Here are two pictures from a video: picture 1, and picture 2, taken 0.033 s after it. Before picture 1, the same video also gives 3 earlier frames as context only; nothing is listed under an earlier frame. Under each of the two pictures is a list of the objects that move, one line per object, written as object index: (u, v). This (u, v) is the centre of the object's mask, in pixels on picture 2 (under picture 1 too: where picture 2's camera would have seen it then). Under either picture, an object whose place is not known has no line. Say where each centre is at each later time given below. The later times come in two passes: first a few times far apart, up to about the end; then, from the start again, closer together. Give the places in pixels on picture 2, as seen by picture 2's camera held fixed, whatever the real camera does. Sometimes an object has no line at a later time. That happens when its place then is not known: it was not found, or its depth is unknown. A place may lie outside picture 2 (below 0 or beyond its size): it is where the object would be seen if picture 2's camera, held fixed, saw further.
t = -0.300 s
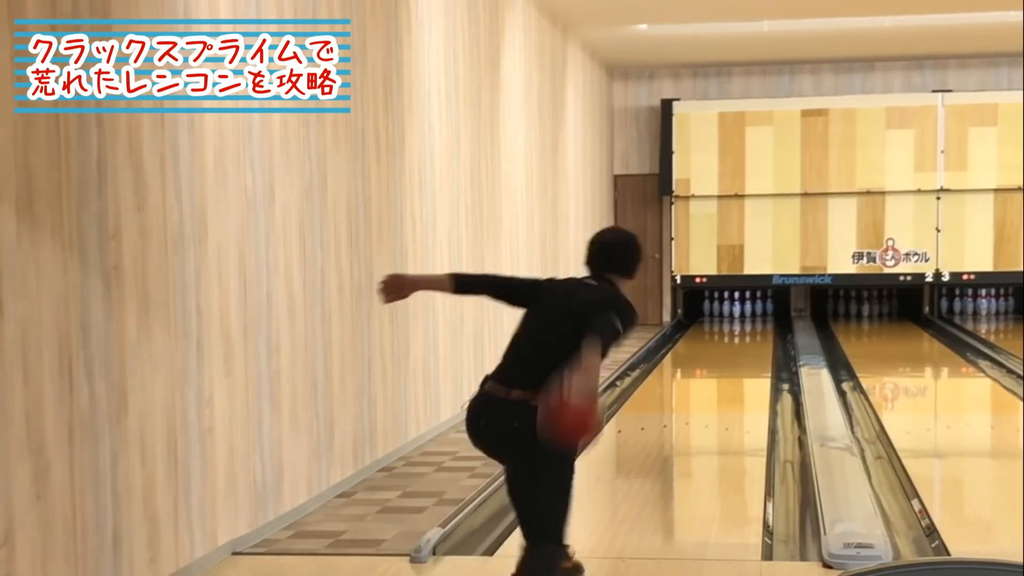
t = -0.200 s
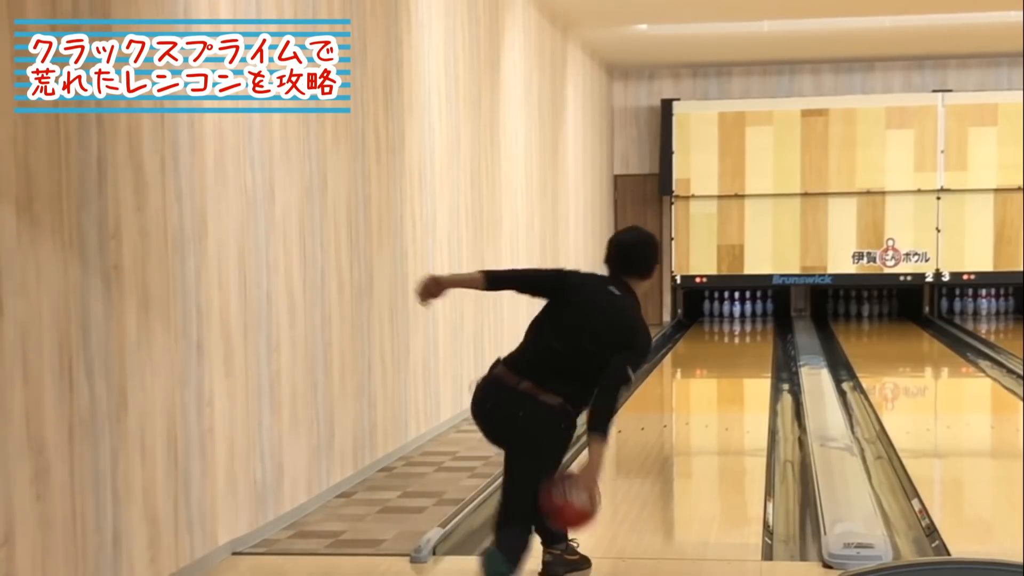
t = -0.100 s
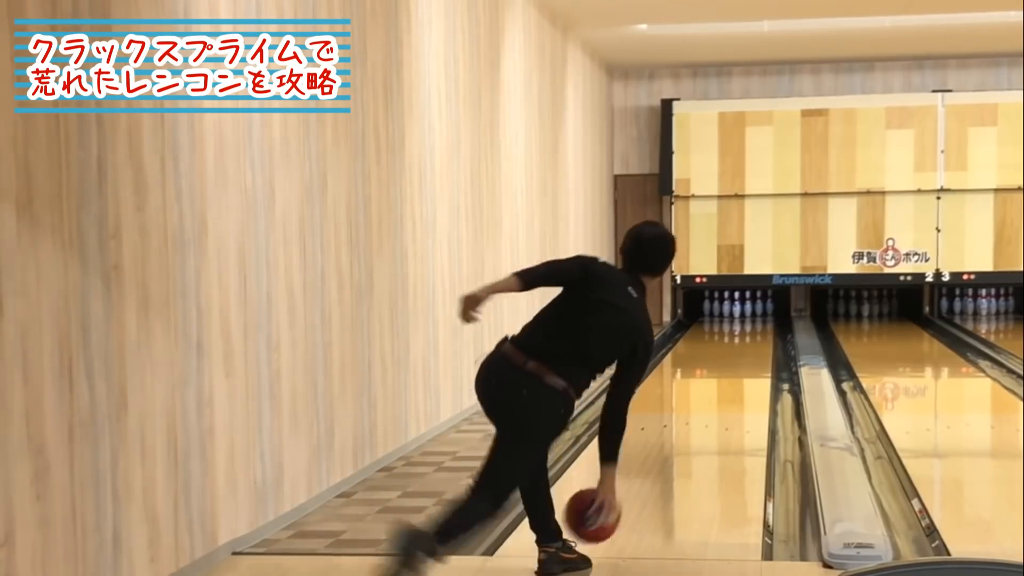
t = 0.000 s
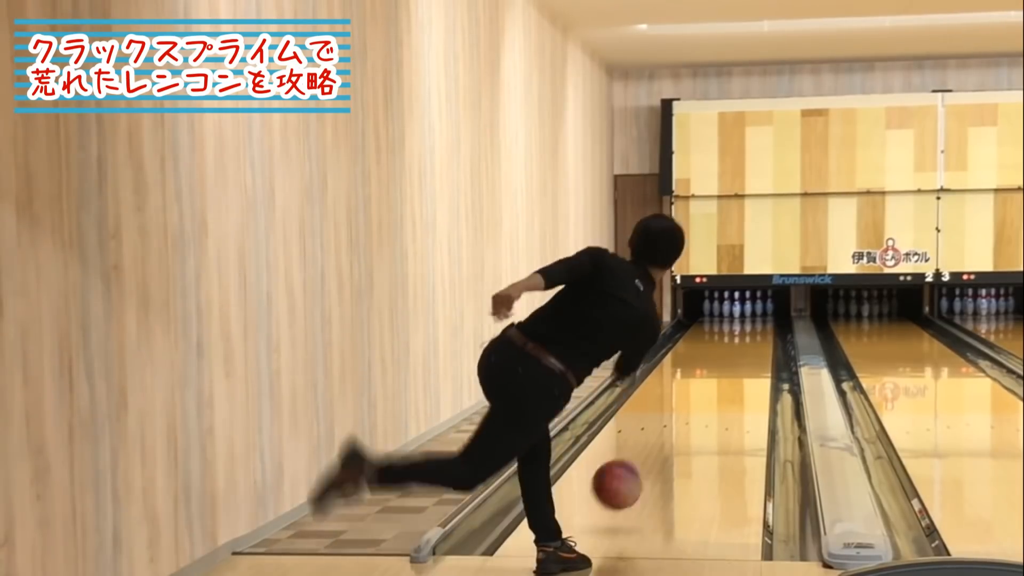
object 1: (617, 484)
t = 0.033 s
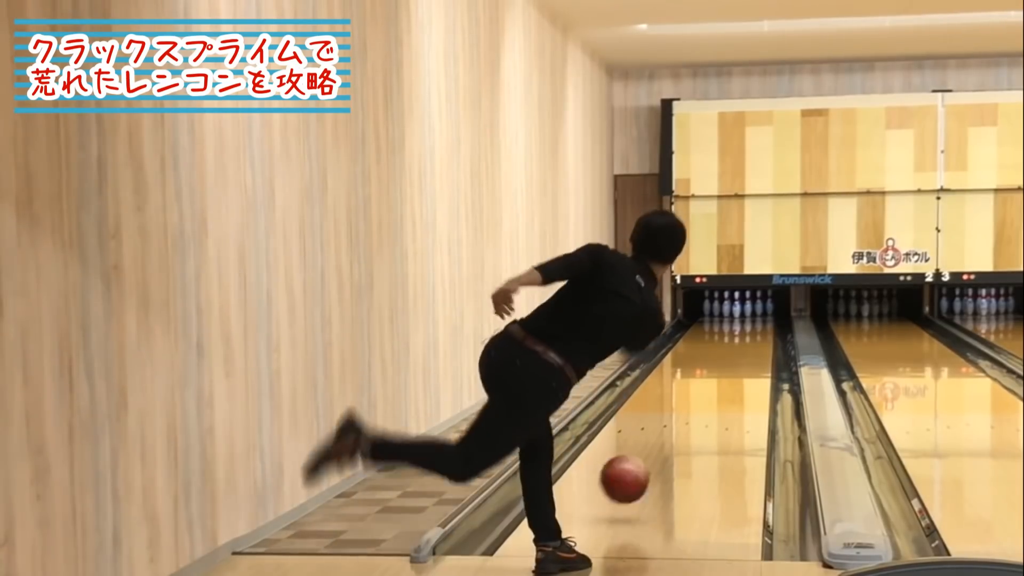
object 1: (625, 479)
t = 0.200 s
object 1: (655, 460)
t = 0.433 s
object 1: (685, 425)
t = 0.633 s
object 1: (704, 401)
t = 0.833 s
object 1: (718, 382)
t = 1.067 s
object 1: (731, 365)
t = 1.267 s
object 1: (740, 354)
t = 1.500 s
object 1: (746, 342)
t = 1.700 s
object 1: (750, 335)
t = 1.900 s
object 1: (752, 327)
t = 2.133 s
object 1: (750, 321)
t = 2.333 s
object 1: (749, 317)
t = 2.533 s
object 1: (744, 312)
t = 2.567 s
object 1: (743, 312)
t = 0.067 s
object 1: (631, 476)
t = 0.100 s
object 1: (638, 475)
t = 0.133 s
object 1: (644, 476)
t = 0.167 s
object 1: (650, 466)
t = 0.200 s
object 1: (655, 460)
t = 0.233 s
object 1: (660, 456)
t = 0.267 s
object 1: (664, 450)
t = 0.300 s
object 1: (669, 445)
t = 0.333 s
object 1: (673, 439)
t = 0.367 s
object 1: (678, 434)
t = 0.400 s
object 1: (681, 430)
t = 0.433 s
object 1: (685, 425)
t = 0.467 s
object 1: (689, 421)
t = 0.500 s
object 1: (692, 416)
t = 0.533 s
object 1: (695, 412)
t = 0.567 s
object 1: (698, 408)
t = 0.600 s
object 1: (701, 405)
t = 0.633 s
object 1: (704, 401)
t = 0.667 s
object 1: (706, 397)
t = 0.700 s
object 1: (709, 394)
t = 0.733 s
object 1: (712, 391)
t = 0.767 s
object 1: (714, 388)
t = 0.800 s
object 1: (716, 385)
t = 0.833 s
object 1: (718, 382)
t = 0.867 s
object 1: (721, 379)
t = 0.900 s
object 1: (722, 377)
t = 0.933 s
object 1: (724, 375)
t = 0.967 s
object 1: (726, 372)
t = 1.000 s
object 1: (728, 370)
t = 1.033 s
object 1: (729, 367)
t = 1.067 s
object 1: (731, 365)
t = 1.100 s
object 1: (732, 363)
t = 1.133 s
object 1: (735, 362)
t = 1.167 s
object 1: (736, 359)
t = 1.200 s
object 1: (737, 357)
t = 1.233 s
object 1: (738, 355)
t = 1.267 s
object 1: (740, 354)
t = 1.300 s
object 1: (741, 353)
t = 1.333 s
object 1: (742, 352)
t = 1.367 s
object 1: (743, 348)
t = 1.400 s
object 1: (744, 346)
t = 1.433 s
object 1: (745, 345)
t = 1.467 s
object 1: (745, 343)
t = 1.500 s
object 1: (746, 342)
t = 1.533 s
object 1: (748, 341)
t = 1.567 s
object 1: (749, 338)
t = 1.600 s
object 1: (748, 338)
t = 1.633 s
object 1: (749, 337)
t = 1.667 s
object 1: (750, 335)
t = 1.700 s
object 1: (750, 335)
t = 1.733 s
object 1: (751, 332)
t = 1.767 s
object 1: (750, 332)
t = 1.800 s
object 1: (751, 331)
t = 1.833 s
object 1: (752, 329)
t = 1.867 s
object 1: (752, 329)
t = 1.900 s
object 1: (752, 327)
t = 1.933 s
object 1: (752, 326)
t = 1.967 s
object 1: (752, 326)
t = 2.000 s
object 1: (752, 324)
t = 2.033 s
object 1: (752, 324)
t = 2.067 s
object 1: (752, 322)
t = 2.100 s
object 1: (752, 322)
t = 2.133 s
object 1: (750, 321)
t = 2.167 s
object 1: (750, 320)
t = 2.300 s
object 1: (748, 316)
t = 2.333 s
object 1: (749, 317)
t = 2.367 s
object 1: (748, 315)
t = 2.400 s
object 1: (748, 315)
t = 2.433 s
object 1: (747, 314)
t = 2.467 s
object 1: (746, 313)
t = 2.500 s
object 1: (745, 313)
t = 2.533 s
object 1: (744, 312)
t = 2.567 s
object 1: (743, 312)
